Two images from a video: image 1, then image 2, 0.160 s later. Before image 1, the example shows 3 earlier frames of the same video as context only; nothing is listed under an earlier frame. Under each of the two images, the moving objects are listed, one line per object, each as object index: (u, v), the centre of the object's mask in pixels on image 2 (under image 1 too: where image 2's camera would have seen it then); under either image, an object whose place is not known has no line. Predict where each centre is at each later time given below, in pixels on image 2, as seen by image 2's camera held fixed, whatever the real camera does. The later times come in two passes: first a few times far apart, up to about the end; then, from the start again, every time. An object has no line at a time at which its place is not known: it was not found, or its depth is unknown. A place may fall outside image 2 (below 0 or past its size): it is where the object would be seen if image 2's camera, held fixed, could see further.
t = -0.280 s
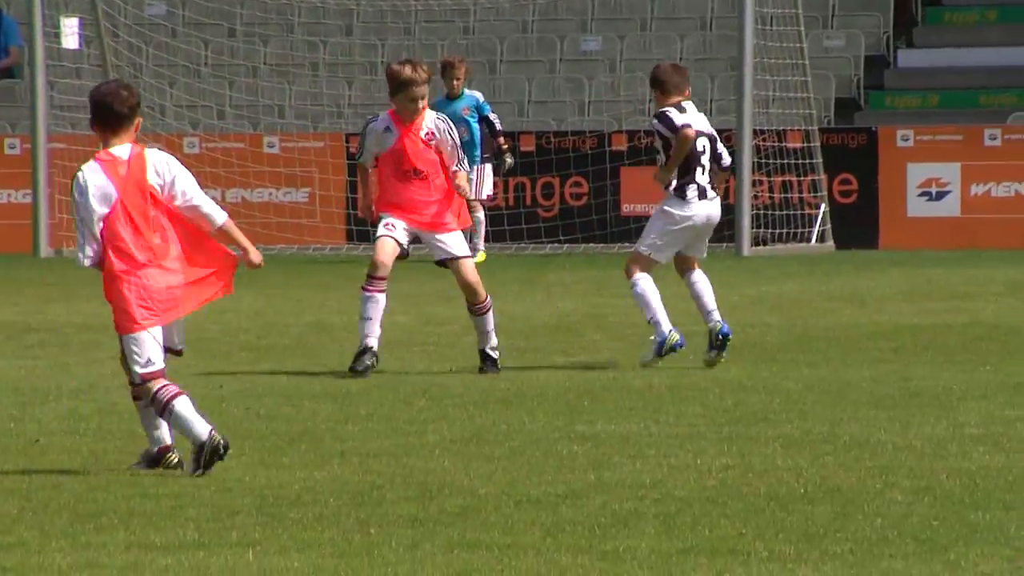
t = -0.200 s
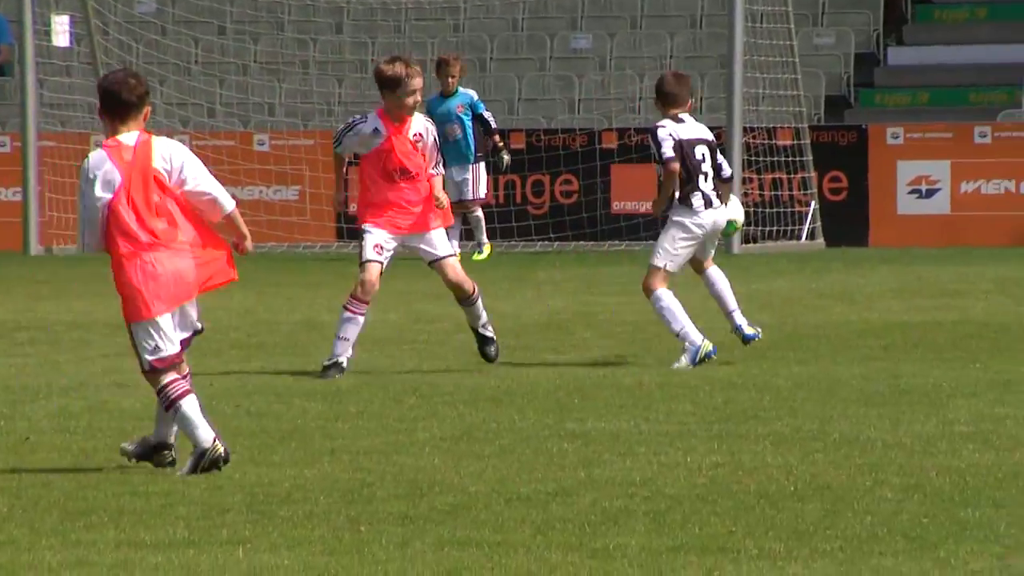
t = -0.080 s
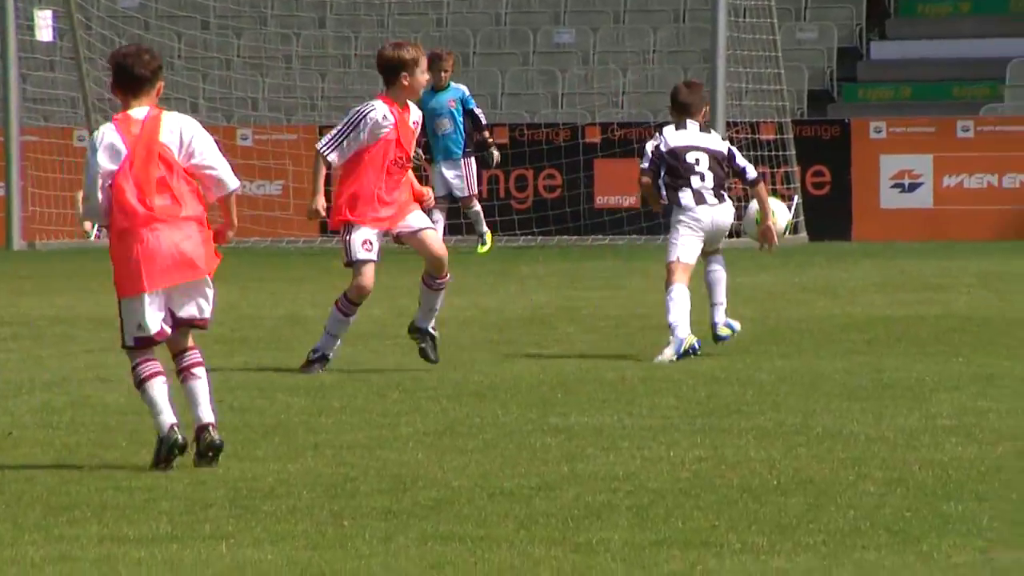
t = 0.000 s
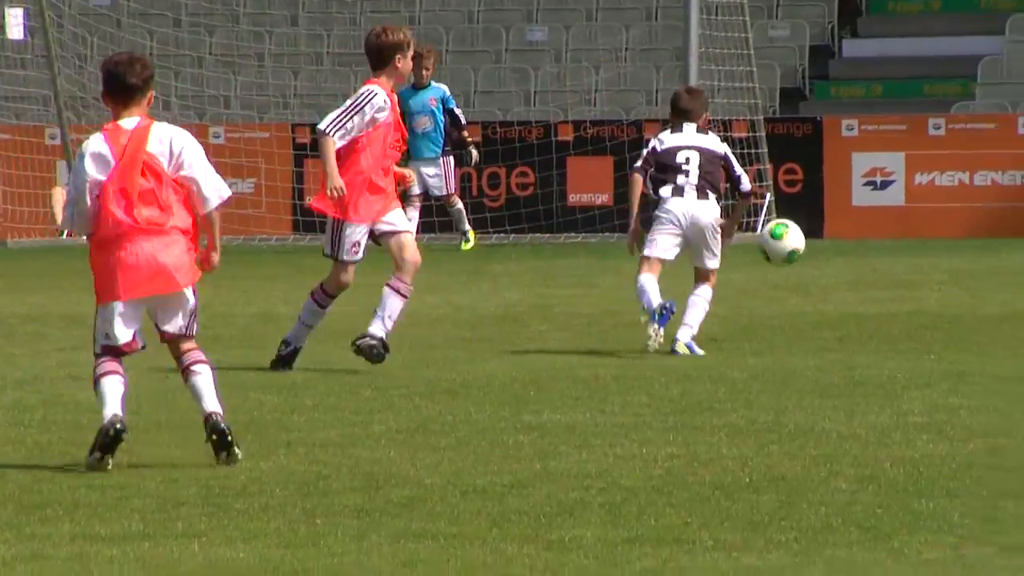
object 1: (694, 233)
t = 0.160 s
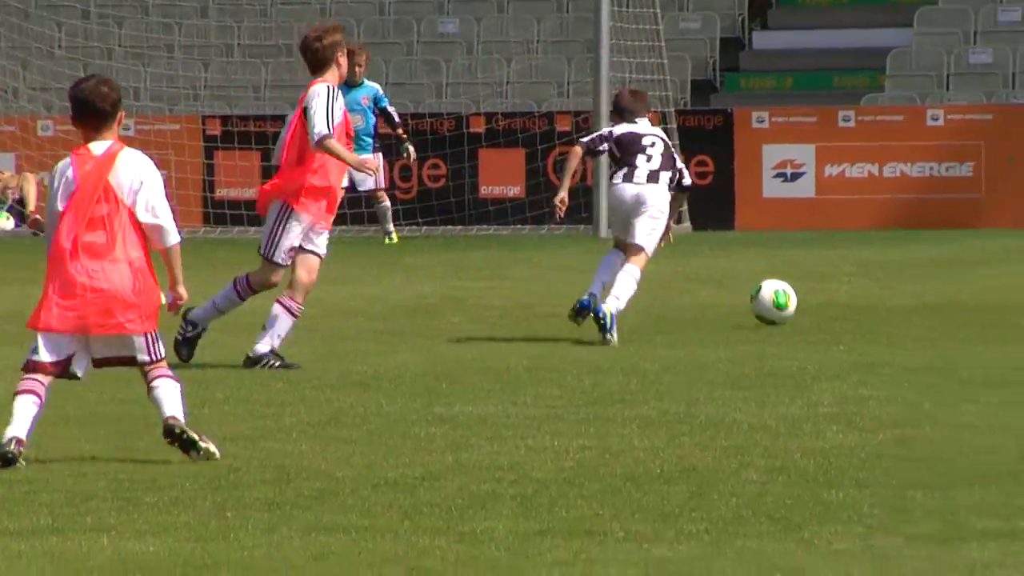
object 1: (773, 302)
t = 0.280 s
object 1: (832, 269)
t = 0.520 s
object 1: (948, 291)
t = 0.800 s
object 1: (1084, 281)
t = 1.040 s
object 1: (1196, 275)
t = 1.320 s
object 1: (1320, 268)
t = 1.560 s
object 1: (1427, 259)
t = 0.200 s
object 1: (793, 288)
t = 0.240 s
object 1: (812, 277)
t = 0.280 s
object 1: (832, 269)
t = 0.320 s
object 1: (852, 267)
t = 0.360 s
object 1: (870, 266)
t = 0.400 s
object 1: (890, 270)
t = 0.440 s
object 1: (909, 277)
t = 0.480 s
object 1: (929, 288)
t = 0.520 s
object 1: (948, 291)
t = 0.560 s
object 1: (967, 280)
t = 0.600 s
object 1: (987, 270)
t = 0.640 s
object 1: (1007, 265)
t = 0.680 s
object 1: (1026, 265)
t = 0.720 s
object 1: (1045, 266)
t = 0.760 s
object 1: (1065, 272)
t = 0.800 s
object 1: (1084, 281)
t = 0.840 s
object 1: (1103, 279)
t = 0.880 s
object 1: (1121, 272)
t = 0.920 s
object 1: (1140, 270)
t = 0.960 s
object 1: (1158, 272)
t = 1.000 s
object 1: (1177, 274)
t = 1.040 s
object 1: (1196, 275)
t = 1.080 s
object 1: (1213, 272)
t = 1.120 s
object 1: (1231, 271)
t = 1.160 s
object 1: (1248, 272)
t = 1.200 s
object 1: (1266, 271)
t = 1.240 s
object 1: (1284, 269)
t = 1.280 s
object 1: (1302, 268)
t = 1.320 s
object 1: (1320, 268)
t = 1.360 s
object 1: (1339, 264)
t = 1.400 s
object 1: (1355, 261)
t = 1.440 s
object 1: (1373, 261)
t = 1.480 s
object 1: (1392, 264)
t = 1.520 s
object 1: (1409, 263)
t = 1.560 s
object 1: (1427, 259)
